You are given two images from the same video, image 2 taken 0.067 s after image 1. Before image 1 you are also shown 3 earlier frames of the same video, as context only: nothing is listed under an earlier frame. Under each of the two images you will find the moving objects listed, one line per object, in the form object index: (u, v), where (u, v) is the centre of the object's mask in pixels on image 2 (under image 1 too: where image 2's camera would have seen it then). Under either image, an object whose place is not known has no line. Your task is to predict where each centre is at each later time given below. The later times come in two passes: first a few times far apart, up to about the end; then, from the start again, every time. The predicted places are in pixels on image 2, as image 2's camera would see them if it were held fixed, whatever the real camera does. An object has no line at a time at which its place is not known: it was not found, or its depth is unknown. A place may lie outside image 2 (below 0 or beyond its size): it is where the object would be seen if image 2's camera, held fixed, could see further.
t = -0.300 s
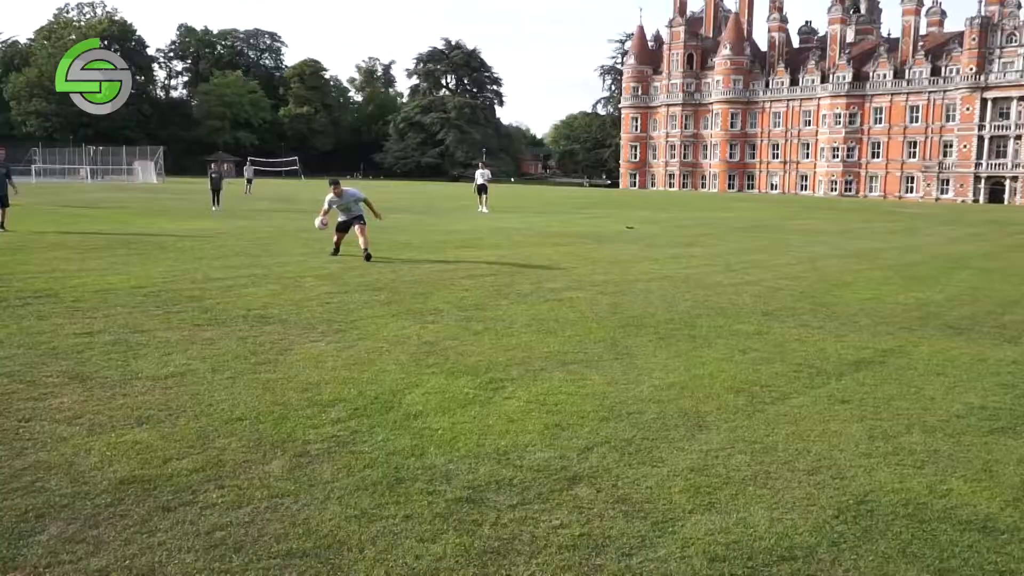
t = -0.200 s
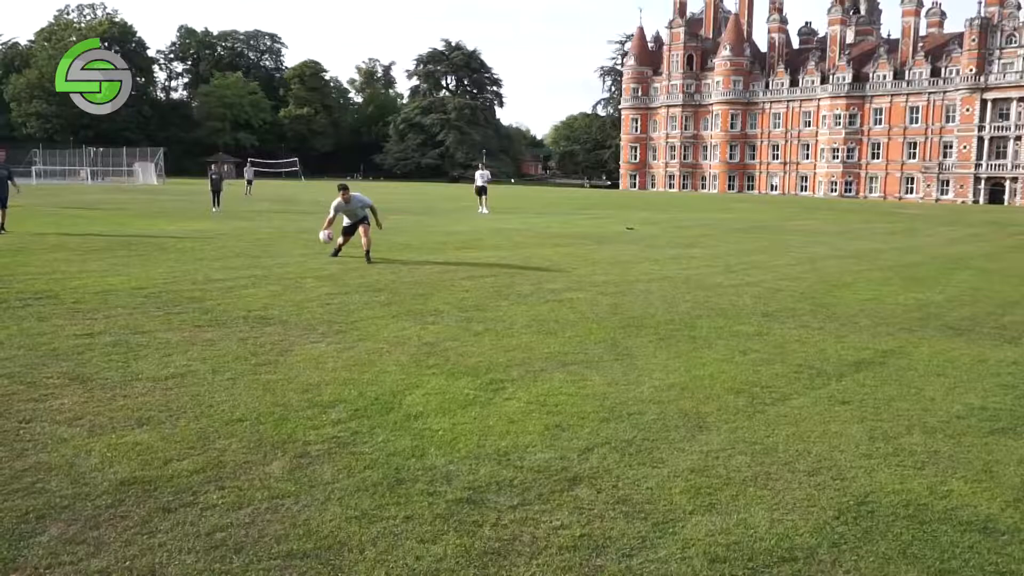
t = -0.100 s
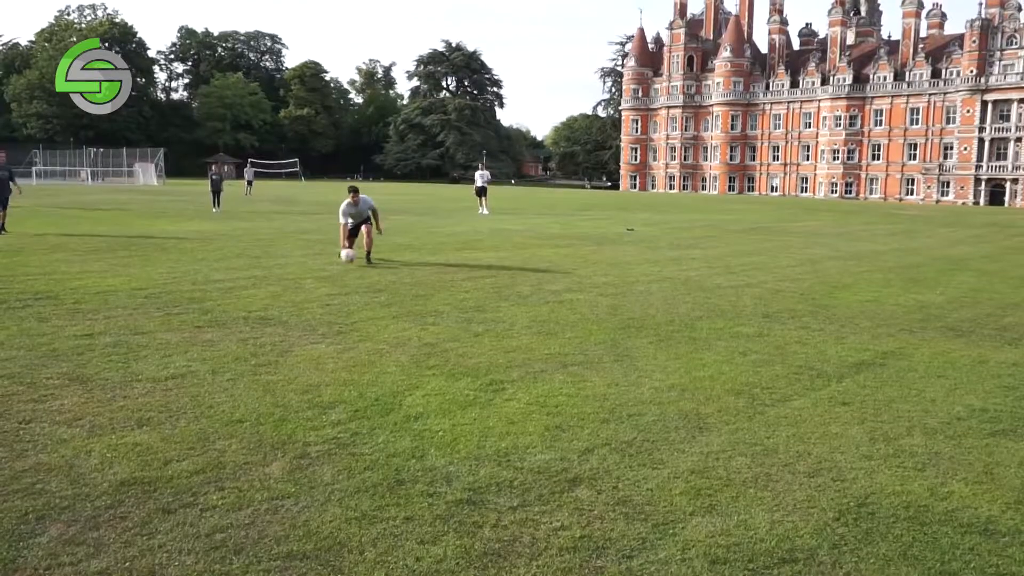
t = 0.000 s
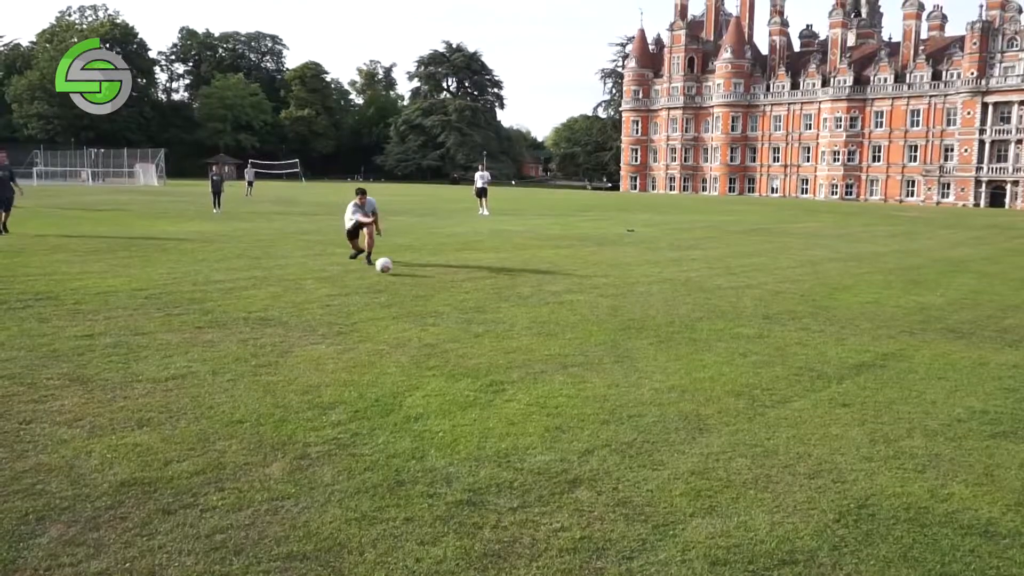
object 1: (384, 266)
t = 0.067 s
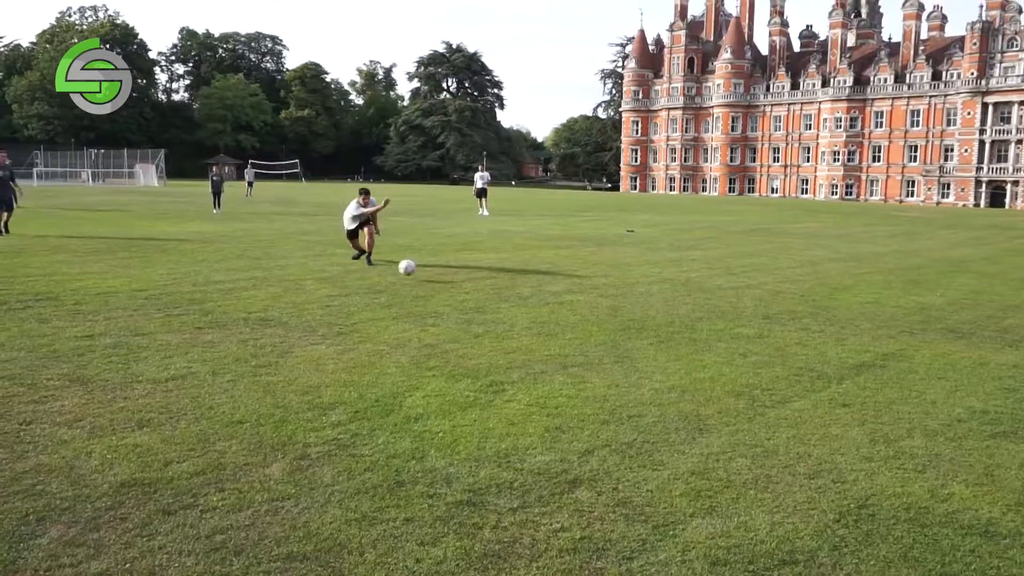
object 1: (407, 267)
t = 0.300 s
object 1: (496, 288)
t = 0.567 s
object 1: (616, 313)
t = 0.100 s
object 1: (419, 270)
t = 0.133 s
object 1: (432, 274)
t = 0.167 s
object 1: (445, 279)
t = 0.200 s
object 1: (459, 284)
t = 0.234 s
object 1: (471, 286)
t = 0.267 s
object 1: (483, 286)
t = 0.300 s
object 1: (496, 288)
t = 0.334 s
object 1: (509, 291)
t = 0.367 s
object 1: (523, 295)
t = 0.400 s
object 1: (537, 300)
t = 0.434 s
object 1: (552, 302)
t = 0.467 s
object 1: (566, 303)
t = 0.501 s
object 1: (583, 306)
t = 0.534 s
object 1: (599, 309)
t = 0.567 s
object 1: (616, 313)
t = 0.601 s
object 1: (633, 320)
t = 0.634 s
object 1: (652, 322)
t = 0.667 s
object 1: (670, 324)
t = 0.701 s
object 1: (690, 327)
